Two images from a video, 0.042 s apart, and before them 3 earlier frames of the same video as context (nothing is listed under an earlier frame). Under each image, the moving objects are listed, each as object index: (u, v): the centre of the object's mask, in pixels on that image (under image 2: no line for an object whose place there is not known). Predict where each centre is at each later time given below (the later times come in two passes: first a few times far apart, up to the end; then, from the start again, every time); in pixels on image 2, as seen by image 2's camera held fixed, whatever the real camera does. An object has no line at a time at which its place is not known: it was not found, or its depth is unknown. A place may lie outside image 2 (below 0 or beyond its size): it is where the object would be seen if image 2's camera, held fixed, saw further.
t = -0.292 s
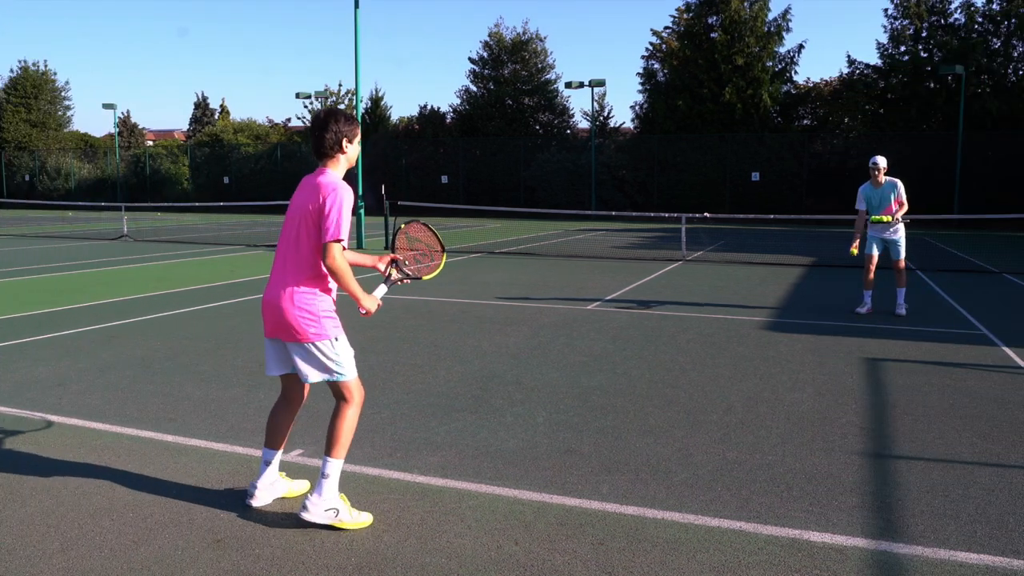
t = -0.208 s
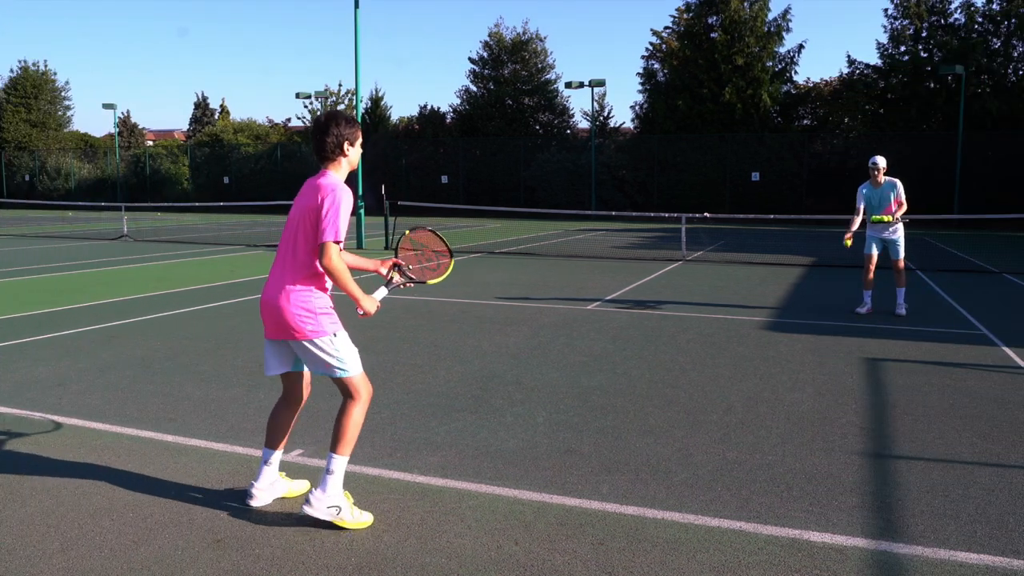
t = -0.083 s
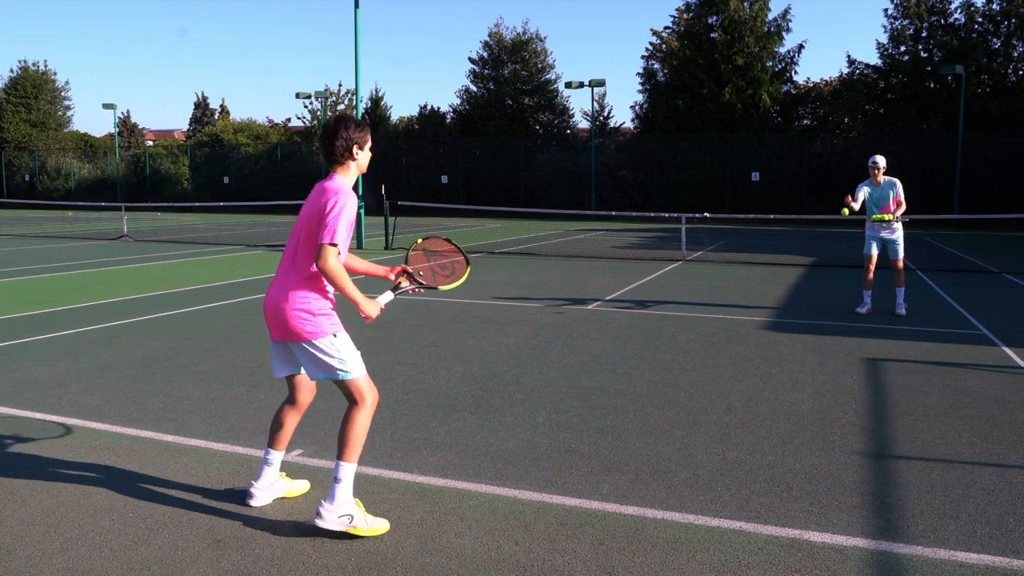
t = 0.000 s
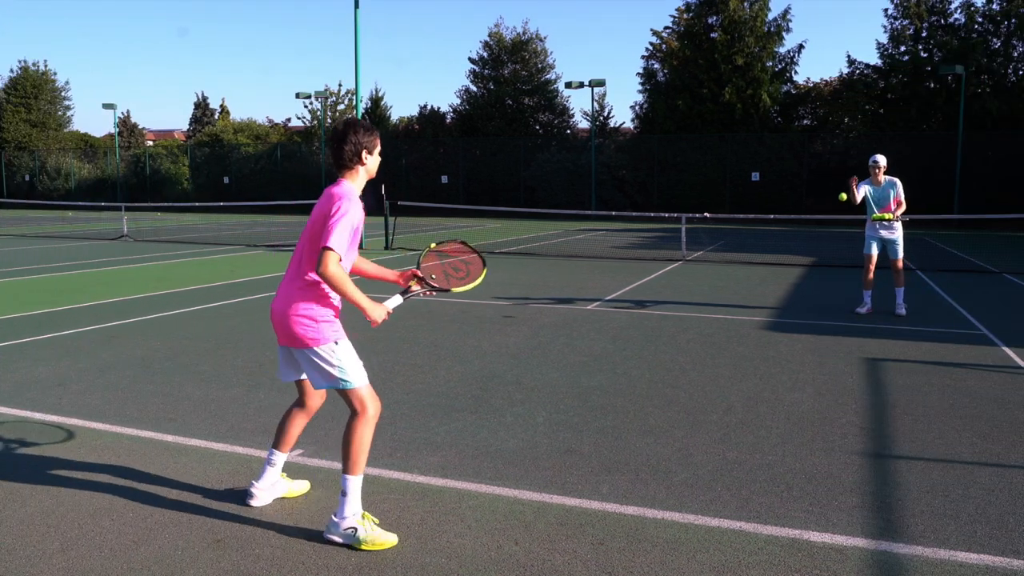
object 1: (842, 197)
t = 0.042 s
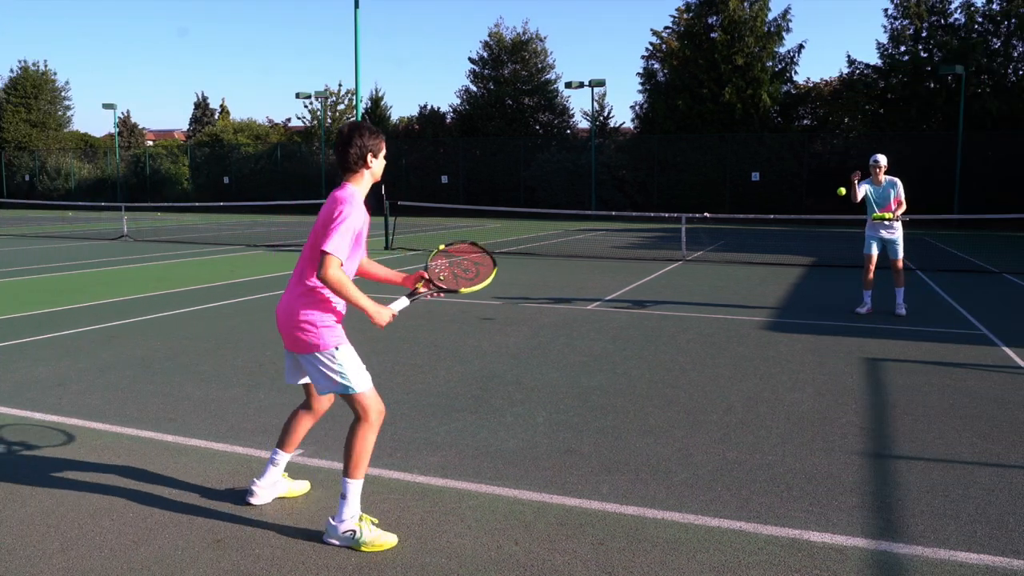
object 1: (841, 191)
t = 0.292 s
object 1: (830, 194)
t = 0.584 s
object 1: (800, 316)
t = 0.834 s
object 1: (774, 368)
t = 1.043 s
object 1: (756, 304)
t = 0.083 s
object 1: (840, 188)
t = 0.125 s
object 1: (838, 185)
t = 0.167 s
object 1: (836, 184)
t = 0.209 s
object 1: (835, 185)
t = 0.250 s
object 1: (832, 188)
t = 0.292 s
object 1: (830, 194)
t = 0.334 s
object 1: (827, 202)
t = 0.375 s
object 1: (824, 212)
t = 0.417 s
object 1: (820, 226)
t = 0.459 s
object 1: (816, 243)
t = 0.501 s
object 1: (811, 264)
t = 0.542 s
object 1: (806, 288)
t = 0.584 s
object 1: (800, 316)
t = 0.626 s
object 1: (794, 349)
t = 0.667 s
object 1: (788, 386)
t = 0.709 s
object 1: (780, 428)
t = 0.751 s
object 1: (778, 409)
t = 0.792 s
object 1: (776, 388)
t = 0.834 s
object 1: (774, 368)
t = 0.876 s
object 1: (771, 351)
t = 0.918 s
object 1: (768, 336)
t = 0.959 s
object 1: (764, 322)
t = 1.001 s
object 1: (760, 312)
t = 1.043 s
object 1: (756, 304)
